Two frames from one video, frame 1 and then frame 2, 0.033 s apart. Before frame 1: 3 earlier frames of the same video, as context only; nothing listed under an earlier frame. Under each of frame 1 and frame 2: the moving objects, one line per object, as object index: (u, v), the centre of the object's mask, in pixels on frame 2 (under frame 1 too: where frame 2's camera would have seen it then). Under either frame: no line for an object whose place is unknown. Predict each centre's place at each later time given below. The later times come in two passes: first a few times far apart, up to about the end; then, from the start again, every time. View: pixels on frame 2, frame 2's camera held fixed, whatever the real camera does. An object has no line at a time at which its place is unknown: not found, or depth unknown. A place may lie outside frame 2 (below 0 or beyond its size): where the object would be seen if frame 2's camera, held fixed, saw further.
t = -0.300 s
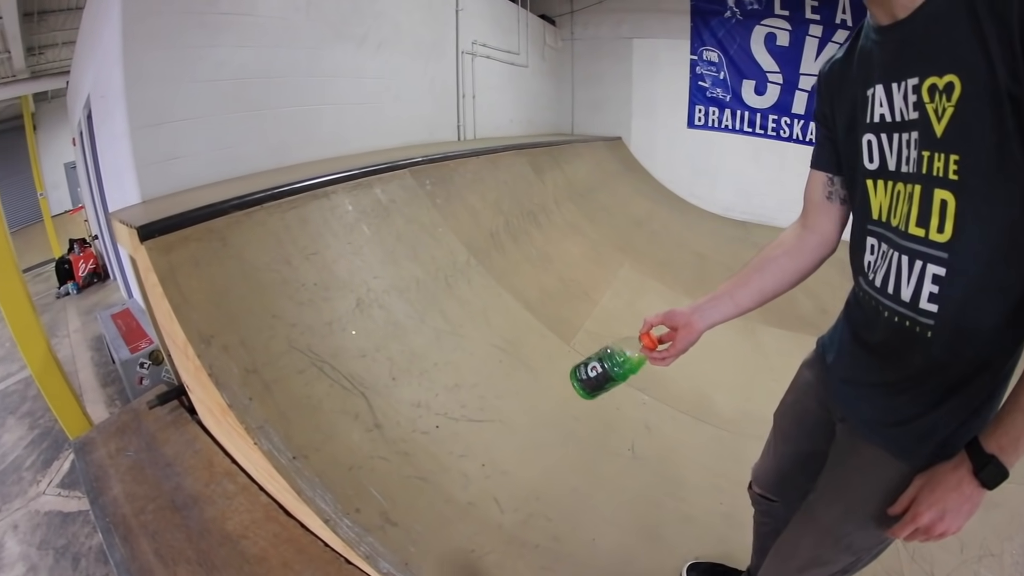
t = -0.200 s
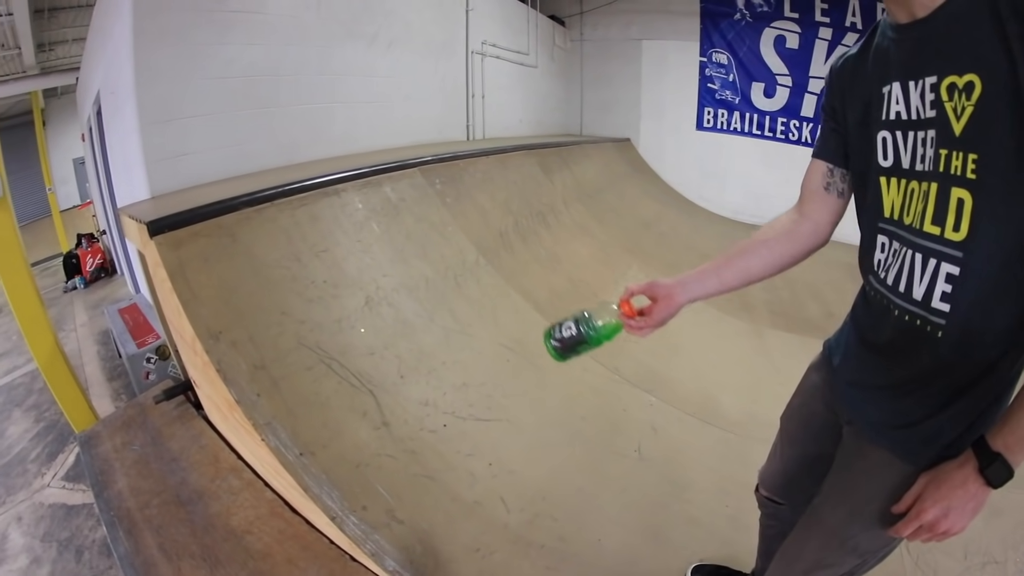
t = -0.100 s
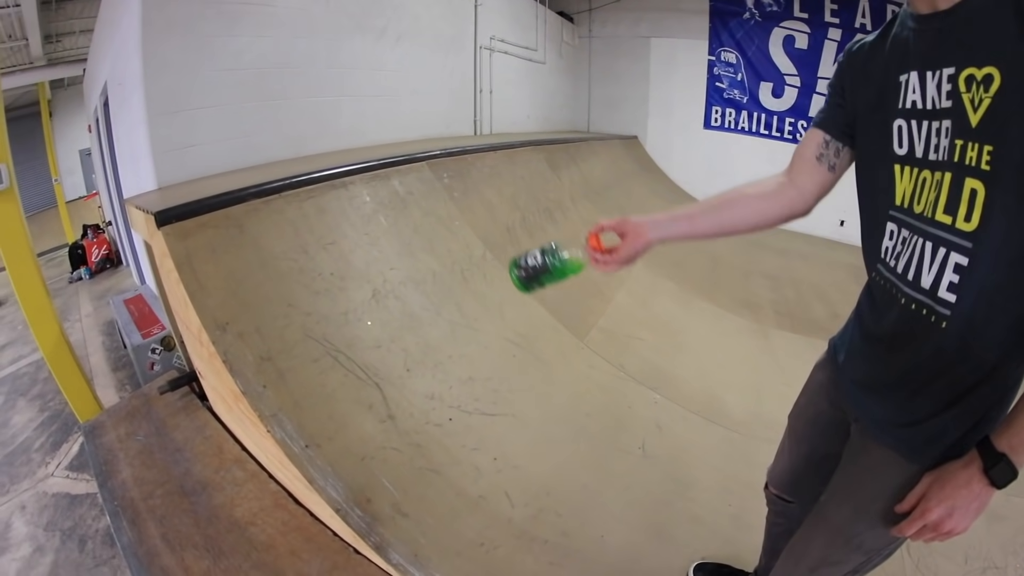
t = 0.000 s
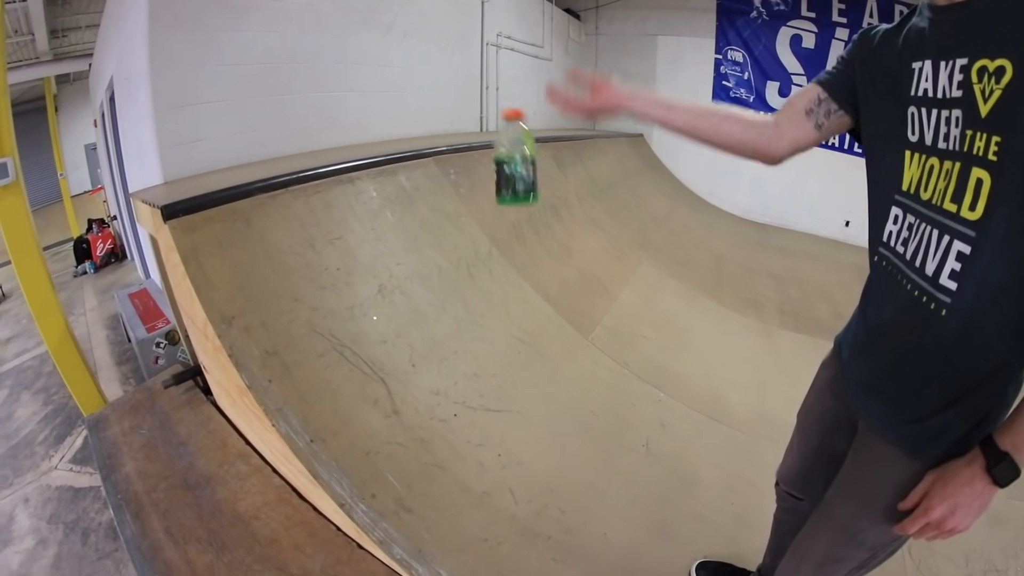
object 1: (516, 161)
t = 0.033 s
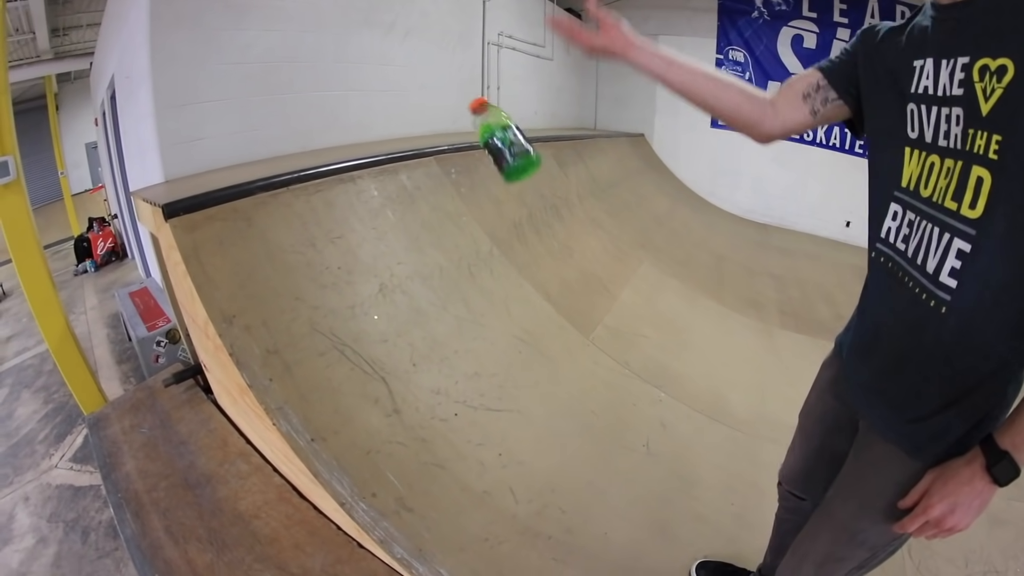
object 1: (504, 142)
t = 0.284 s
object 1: (444, 115)
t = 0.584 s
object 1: (412, 337)
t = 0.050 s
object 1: (500, 134)
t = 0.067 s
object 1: (498, 127)
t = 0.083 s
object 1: (495, 120)
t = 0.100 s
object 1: (491, 114)
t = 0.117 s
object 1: (487, 108)
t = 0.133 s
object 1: (483, 103)
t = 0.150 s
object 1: (478, 99)
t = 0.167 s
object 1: (474, 97)
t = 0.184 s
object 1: (469, 96)
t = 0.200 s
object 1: (465, 96)
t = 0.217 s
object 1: (461, 98)
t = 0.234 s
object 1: (456, 101)
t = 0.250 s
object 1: (452, 105)
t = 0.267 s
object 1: (448, 109)
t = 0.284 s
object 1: (444, 115)
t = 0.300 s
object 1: (441, 122)
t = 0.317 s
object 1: (437, 129)
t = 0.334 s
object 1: (434, 138)
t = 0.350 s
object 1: (431, 147)
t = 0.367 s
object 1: (428, 158)
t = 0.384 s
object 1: (425, 169)
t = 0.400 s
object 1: (422, 181)
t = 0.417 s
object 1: (419, 194)
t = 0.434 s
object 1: (417, 208)
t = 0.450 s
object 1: (414, 222)
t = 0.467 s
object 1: (412, 237)
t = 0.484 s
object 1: (410, 252)
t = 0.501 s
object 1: (409, 268)
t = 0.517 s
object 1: (407, 283)
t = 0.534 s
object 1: (406, 299)
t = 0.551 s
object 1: (405, 316)
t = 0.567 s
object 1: (407, 329)
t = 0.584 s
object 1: (412, 337)
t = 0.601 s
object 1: (418, 344)
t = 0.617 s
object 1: (425, 352)
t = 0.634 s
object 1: (432, 359)
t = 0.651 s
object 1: (438, 367)
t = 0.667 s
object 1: (446, 375)
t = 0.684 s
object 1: (453, 384)
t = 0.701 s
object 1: (461, 393)
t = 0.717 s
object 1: (469, 402)
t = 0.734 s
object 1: (478, 411)
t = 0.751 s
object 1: (486, 419)
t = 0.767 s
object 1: (494, 427)
